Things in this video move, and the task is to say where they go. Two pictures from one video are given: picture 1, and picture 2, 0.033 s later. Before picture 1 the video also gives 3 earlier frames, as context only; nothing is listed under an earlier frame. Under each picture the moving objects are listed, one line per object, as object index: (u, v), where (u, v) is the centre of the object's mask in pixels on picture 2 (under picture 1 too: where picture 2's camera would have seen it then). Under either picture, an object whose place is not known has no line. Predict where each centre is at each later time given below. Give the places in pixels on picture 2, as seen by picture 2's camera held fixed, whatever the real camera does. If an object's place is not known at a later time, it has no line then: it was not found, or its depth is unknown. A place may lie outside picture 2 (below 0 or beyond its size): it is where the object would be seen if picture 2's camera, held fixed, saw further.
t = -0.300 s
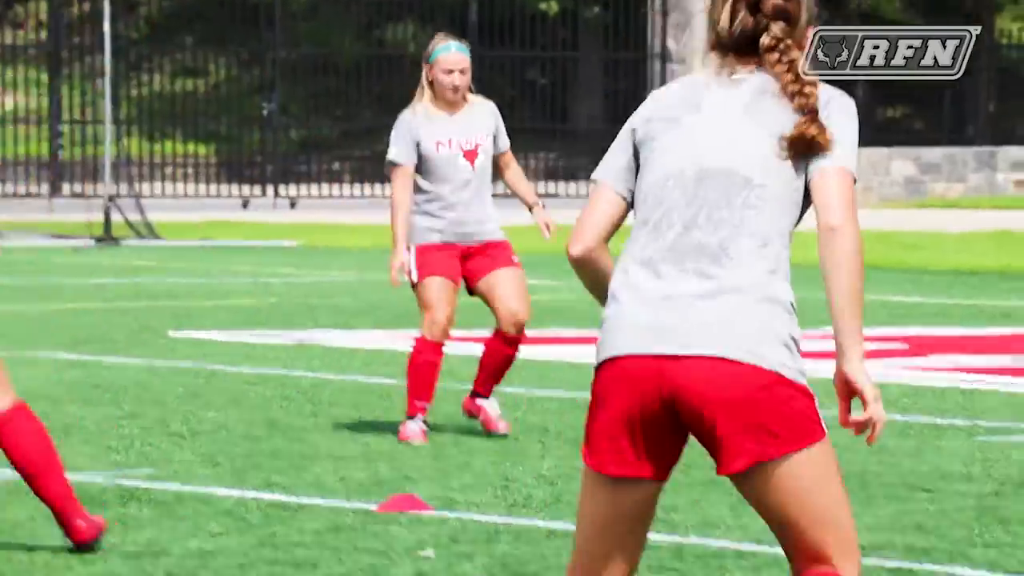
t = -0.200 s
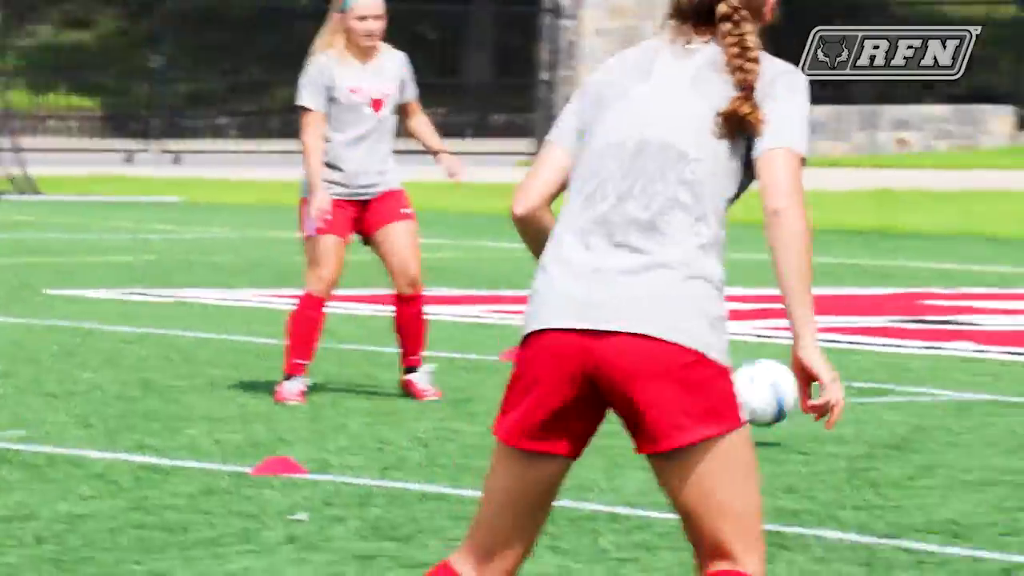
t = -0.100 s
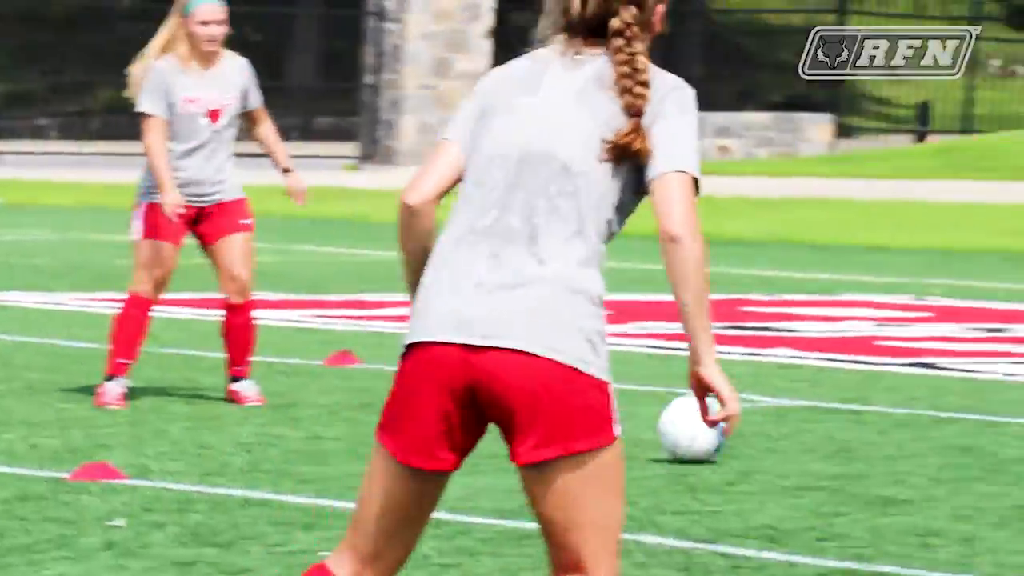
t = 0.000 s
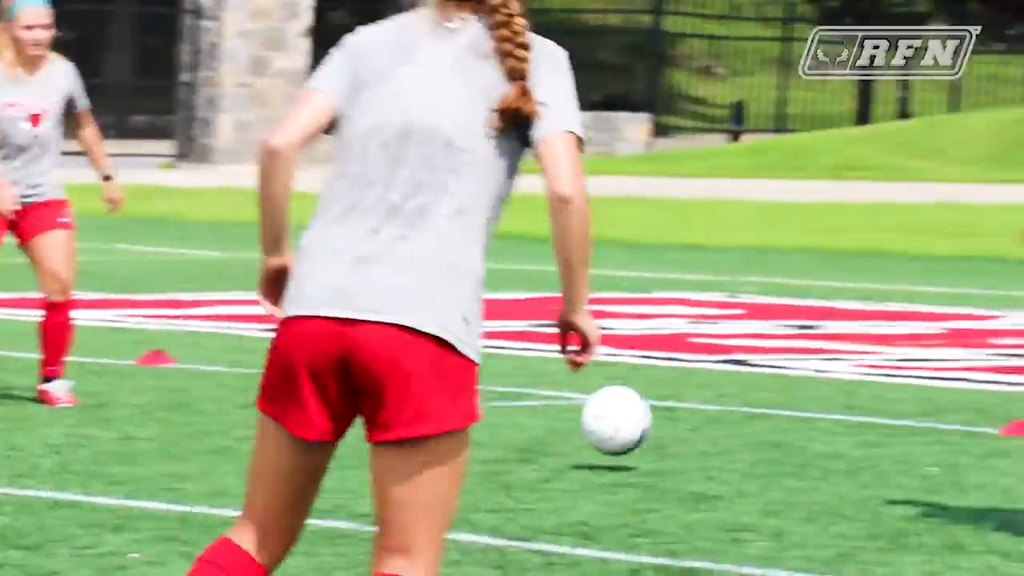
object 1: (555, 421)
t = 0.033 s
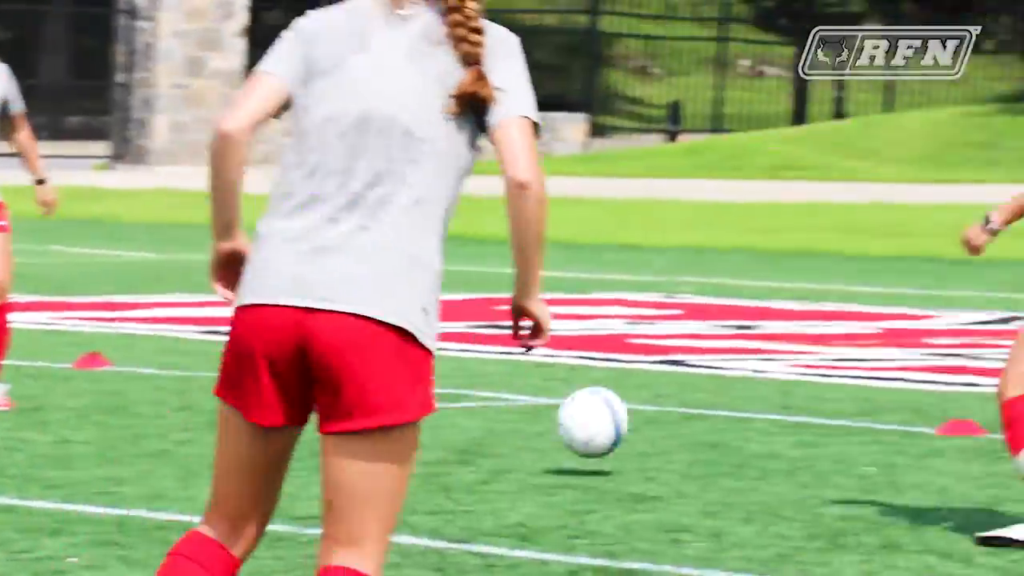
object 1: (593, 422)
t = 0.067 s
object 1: (629, 427)
